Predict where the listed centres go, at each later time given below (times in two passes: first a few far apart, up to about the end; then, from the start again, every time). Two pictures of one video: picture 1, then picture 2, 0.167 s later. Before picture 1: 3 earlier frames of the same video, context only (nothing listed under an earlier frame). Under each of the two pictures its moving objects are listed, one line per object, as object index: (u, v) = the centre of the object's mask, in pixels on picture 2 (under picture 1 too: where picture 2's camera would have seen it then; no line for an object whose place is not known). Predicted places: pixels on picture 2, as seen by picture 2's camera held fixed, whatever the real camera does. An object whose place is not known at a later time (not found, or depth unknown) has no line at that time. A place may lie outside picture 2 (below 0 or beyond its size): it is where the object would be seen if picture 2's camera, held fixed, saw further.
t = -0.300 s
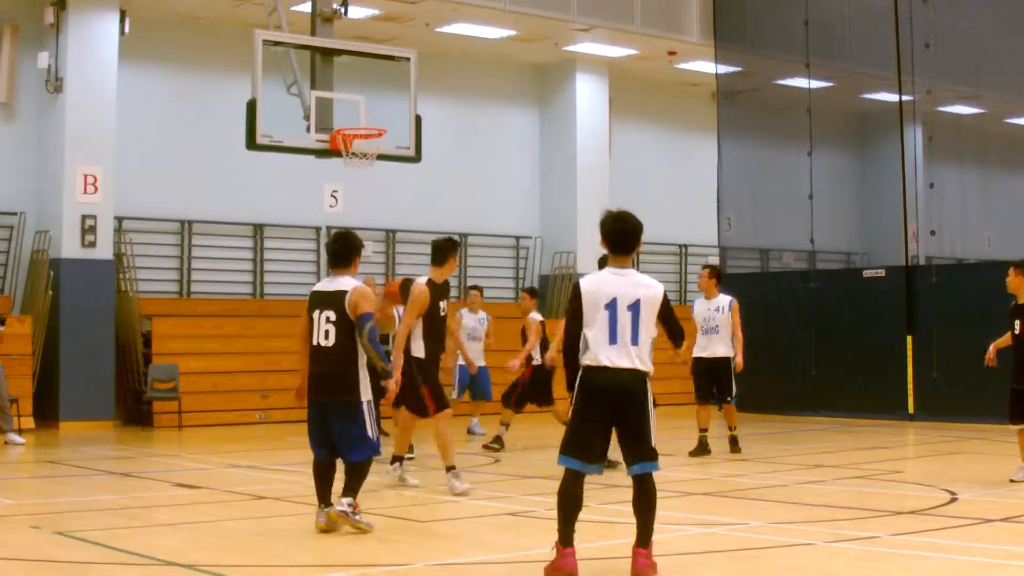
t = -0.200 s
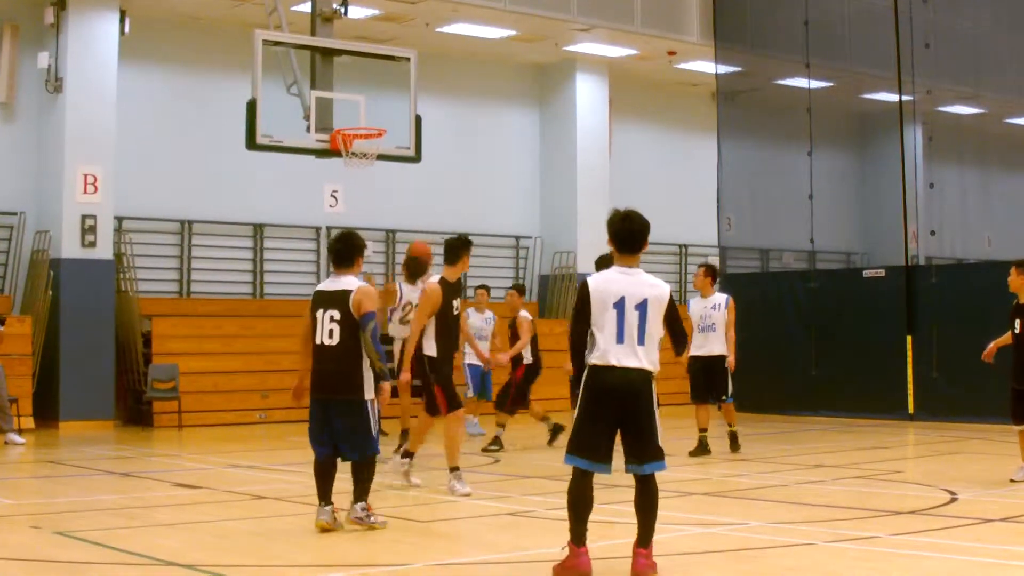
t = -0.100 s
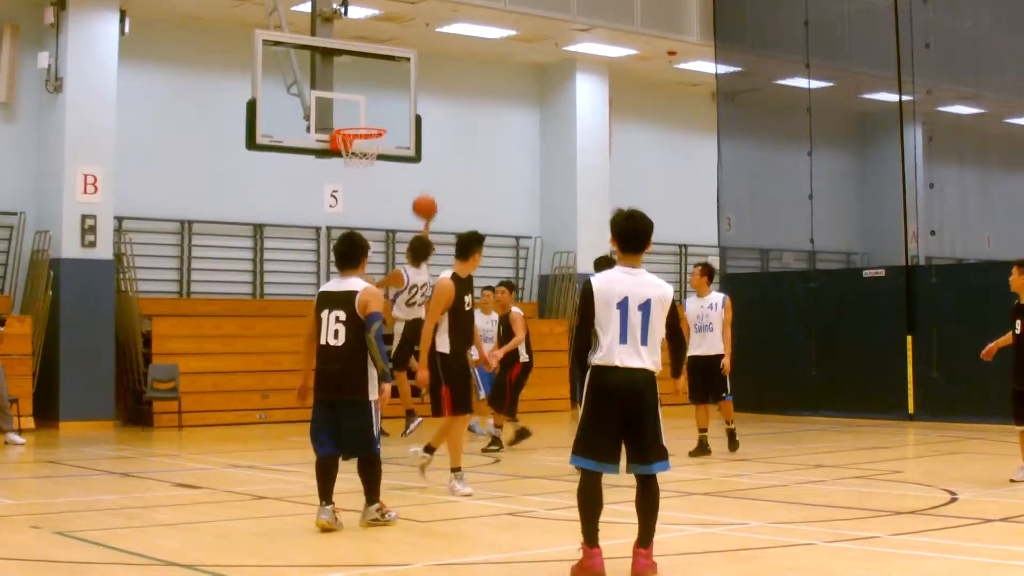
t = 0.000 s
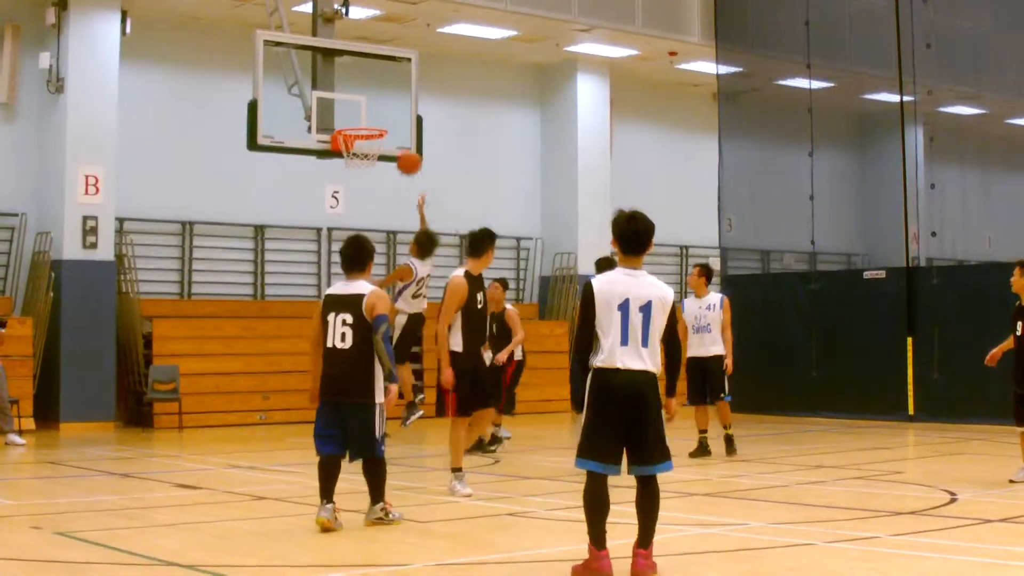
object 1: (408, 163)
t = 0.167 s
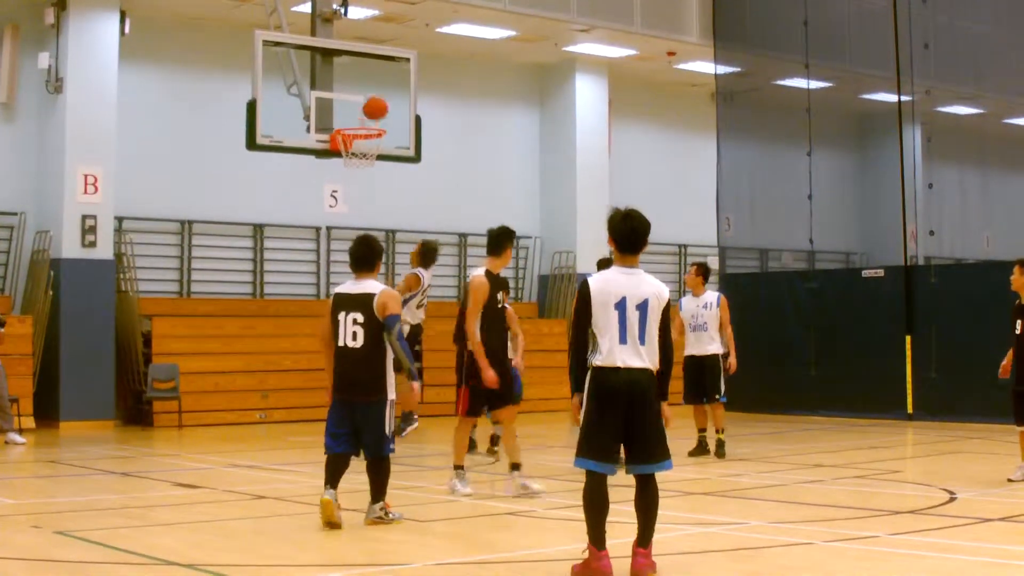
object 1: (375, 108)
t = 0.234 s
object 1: (366, 97)
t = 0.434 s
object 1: (356, 103)
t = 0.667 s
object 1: (369, 117)
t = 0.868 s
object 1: (378, 112)
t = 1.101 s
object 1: (386, 126)
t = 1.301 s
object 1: (399, 163)
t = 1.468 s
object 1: (410, 224)
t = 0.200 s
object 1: (369, 101)
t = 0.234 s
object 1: (366, 97)
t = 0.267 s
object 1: (364, 96)
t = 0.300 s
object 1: (363, 95)
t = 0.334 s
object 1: (361, 95)
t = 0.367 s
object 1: (359, 96)
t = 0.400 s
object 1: (357, 98)
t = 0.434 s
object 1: (356, 103)
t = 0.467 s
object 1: (354, 107)
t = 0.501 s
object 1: (352, 114)
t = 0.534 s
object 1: (350, 118)
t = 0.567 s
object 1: (355, 117)
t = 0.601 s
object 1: (360, 116)
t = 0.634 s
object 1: (365, 116)
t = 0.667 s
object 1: (369, 117)
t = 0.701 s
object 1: (374, 120)
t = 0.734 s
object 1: (376, 119)
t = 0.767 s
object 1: (377, 116)
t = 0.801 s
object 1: (377, 113)
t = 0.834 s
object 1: (377, 112)
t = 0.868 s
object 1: (378, 112)
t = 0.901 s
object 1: (378, 113)
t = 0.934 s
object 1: (378, 115)
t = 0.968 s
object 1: (379, 118)
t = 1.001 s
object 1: (379, 122)
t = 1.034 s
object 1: (382, 122)
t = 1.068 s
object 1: (384, 123)
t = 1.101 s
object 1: (386, 126)
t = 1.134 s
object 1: (389, 129)
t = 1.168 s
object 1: (391, 134)
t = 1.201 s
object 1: (393, 140)
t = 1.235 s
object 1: (395, 147)
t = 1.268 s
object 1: (397, 154)
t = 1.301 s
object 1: (399, 163)
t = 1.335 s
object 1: (401, 173)
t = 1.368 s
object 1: (404, 185)
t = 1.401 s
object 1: (406, 196)
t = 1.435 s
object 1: (408, 210)
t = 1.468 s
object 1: (410, 224)
